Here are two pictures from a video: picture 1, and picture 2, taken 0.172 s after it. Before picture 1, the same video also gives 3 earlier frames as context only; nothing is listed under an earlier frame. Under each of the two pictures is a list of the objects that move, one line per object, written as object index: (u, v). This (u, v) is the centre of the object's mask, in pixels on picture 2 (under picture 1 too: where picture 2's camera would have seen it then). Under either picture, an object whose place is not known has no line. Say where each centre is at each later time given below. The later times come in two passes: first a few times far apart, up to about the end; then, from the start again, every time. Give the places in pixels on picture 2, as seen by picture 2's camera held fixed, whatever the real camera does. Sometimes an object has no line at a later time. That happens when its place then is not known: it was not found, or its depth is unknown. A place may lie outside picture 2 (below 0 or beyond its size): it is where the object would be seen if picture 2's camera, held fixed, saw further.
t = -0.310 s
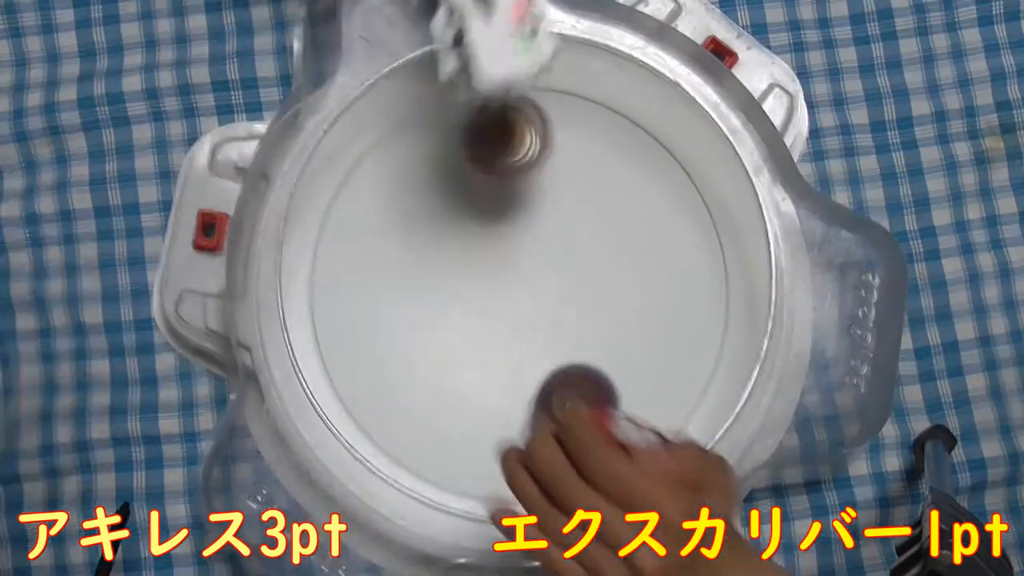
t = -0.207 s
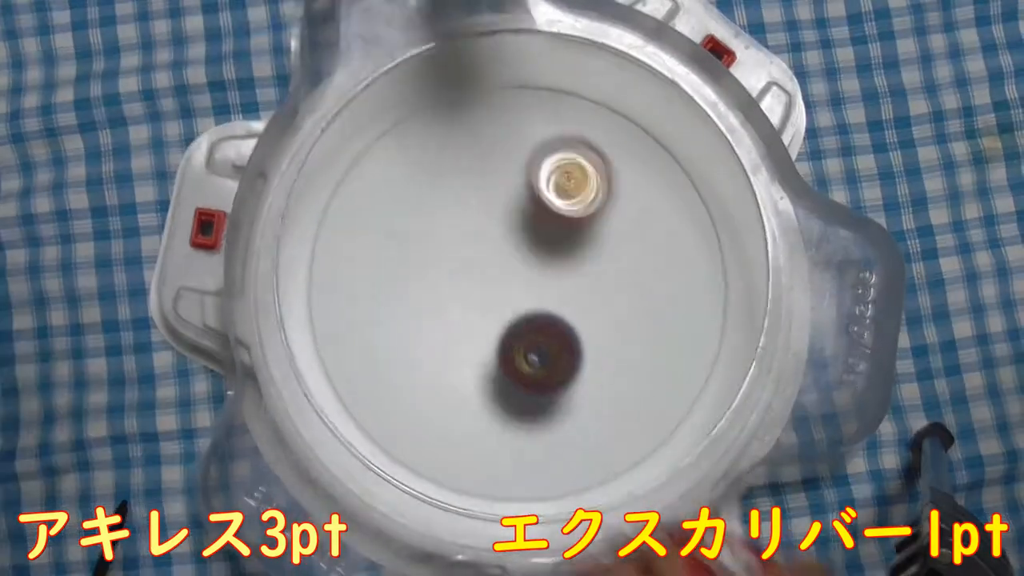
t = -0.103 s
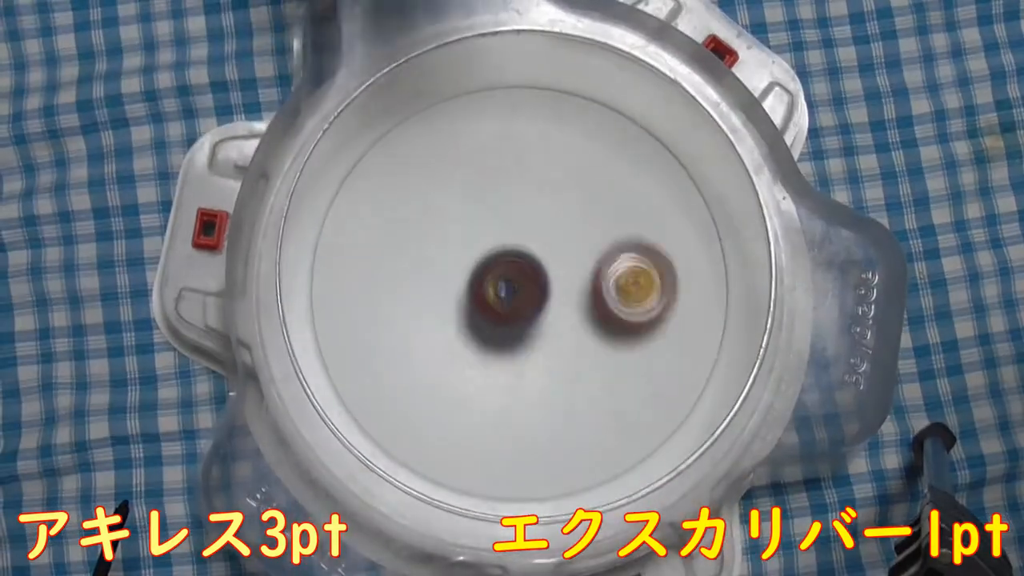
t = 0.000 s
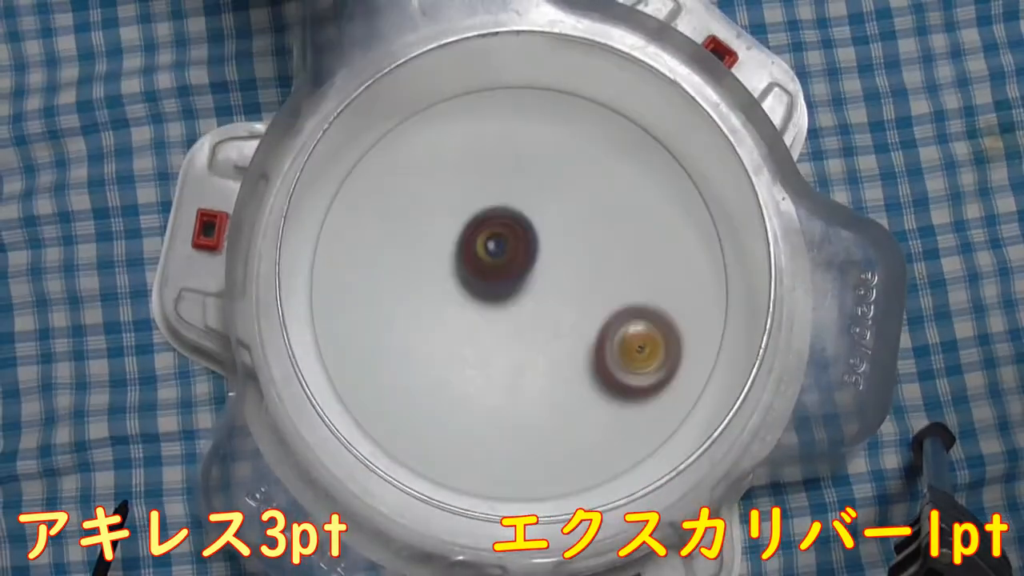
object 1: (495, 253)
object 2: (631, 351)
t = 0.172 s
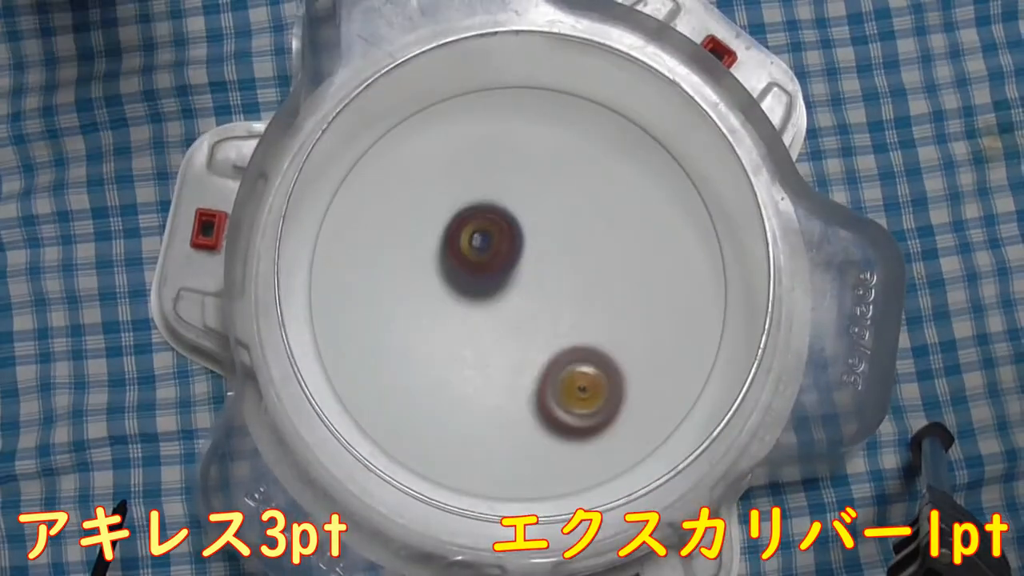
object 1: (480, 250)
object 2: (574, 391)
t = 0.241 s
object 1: (477, 274)
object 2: (544, 381)
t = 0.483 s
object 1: (439, 249)
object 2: (529, 417)
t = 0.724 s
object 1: (446, 303)
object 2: (559, 331)
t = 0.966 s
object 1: (476, 362)
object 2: (539, 233)
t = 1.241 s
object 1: (532, 361)
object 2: (438, 222)
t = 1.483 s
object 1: (540, 278)
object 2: (420, 282)
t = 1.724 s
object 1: (451, 244)
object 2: (520, 368)
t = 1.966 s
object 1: (444, 352)
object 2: (608, 265)
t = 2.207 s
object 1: (571, 342)
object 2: (505, 166)
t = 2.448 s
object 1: (577, 182)
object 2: (383, 266)
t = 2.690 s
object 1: (417, 182)
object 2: (503, 416)
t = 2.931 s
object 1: (426, 392)
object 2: (664, 321)
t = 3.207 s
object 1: (698, 358)
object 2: (526, 140)
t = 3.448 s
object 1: (641, 150)
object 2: (364, 261)
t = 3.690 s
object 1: (399, 171)
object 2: (469, 439)
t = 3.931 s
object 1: (380, 417)
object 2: (654, 366)
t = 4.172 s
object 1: (653, 428)
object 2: (579, 138)
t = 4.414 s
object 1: (652, 184)
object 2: (370, 192)
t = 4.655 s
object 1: (423, 133)
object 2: (379, 415)
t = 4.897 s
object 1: (346, 354)
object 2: (617, 431)
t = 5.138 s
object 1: (602, 440)
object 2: (659, 185)
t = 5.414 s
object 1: (652, 212)
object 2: (439, 137)
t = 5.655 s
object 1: (483, 150)
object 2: (380, 340)
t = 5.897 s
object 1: (406, 286)
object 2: (584, 422)
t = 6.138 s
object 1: (505, 388)
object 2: (663, 223)
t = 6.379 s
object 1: (600, 325)
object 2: (486, 152)
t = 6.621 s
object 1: (547, 218)
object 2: (402, 309)
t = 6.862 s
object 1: (434, 253)
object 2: (521, 404)
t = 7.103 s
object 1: (470, 372)
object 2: (605, 298)
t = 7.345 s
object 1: (586, 332)
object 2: (518, 223)
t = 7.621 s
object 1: (550, 207)
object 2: (441, 294)
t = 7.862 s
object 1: (440, 239)
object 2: (490, 338)
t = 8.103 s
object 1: (389, 316)
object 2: (609, 343)
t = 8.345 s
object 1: (463, 337)
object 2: (618, 251)
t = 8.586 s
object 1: (464, 287)
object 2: (616, 166)
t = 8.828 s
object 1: (447, 276)
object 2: (587, 145)
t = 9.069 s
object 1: (422, 298)
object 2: (567, 228)
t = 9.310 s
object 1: (373, 348)
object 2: (624, 319)
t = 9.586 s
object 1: (457, 297)
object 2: (581, 369)
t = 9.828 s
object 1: (523, 229)
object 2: (505, 380)
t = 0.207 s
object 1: (479, 260)
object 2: (560, 388)
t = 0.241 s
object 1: (477, 274)
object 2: (544, 381)
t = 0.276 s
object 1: (478, 290)
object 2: (529, 372)
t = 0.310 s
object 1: (472, 286)
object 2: (522, 380)
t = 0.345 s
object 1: (464, 274)
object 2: (522, 395)
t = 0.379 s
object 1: (456, 263)
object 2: (522, 407)
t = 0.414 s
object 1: (450, 256)
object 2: (524, 414)
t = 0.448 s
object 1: (444, 251)
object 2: (526, 417)
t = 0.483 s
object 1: (439, 249)
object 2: (529, 417)
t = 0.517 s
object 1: (437, 251)
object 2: (533, 413)
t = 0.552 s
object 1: (436, 257)
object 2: (537, 406)
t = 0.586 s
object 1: (436, 264)
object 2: (542, 395)
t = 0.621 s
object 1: (438, 272)
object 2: (547, 381)
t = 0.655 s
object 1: (440, 281)
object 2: (552, 364)
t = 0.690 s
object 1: (443, 292)
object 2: (556, 348)
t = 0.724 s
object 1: (446, 303)
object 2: (559, 331)
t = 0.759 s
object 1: (449, 313)
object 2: (562, 312)
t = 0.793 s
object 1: (452, 325)
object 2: (566, 296)
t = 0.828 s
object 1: (454, 336)
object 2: (567, 279)
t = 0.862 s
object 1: (456, 346)
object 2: (565, 265)
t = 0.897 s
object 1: (460, 354)
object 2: (562, 253)
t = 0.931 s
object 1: (470, 362)
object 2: (548, 237)
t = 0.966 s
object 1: (476, 362)
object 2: (539, 233)
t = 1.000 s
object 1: (482, 361)
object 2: (527, 233)
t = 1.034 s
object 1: (488, 357)
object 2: (514, 235)
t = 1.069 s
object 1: (494, 352)
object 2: (500, 240)
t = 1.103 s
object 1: (501, 345)
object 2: (487, 248)
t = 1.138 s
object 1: (507, 349)
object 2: (473, 246)
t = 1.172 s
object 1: (515, 359)
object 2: (460, 236)
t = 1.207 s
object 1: (523, 362)
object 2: (448, 227)
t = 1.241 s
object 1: (532, 361)
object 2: (438, 222)
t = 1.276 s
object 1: (540, 355)
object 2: (430, 221)
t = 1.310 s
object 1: (546, 346)
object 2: (423, 223)
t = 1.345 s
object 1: (550, 335)
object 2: (418, 228)
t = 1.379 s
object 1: (552, 321)
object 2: (415, 238)
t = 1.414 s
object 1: (551, 307)
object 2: (415, 250)
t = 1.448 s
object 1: (547, 292)
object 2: (417, 264)
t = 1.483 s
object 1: (540, 278)
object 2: (420, 282)
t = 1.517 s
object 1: (530, 265)
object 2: (427, 299)
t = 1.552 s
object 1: (518, 254)
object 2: (436, 316)
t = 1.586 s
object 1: (505, 245)
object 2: (447, 331)
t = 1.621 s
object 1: (490, 240)
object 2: (463, 346)
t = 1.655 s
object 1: (476, 238)
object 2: (480, 357)
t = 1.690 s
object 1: (463, 240)
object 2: (499, 365)
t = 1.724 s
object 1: (451, 244)
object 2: (520, 368)
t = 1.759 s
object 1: (440, 253)
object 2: (539, 368)
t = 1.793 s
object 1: (431, 264)
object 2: (559, 362)
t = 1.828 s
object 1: (424, 276)
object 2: (575, 353)
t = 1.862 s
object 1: (420, 291)
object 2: (588, 340)
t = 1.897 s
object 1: (420, 307)
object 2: (599, 324)
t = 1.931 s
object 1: (423, 323)
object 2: (606, 306)
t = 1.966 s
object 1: (444, 352)
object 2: (608, 265)
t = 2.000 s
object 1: (461, 363)
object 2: (603, 244)
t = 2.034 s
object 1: (480, 370)
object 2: (595, 224)
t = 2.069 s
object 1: (501, 373)
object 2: (581, 207)
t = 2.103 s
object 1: (521, 371)
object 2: (566, 191)
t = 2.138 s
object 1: (540, 365)
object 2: (549, 178)
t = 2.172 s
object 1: (557, 356)
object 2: (527, 170)
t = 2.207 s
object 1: (571, 342)
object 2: (505, 166)
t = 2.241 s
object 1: (585, 323)
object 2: (481, 165)
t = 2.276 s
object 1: (595, 301)
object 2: (458, 171)
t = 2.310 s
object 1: (601, 278)
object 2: (436, 181)
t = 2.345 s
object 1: (602, 253)
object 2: (416, 193)
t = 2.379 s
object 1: (599, 228)
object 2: (399, 217)
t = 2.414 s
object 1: (590, 204)
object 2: (389, 240)
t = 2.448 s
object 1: (577, 182)
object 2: (383, 266)
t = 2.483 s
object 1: (559, 165)
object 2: (383, 295)
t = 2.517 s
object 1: (537, 154)
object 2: (390, 323)
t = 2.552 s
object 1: (514, 148)
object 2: (403, 348)
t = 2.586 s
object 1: (489, 147)
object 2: (422, 372)
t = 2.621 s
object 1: (464, 152)
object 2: (446, 392)
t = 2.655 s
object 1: (440, 164)
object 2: (474, 406)
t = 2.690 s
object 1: (417, 182)
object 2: (503, 416)
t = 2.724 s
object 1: (398, 205)
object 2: (533, 418)
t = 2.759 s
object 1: (386, 234)
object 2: (563, 414)
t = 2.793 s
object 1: (381, 264)
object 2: (592, 404)
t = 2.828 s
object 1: (381, 295)
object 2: (618, 388)
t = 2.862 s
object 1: (389, 328)
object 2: (637, 369)
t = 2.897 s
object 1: (404, 362)
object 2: (653, 345)
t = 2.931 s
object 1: (426, 392)
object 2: (664, 321)
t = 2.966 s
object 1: (456, 416)
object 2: (668, 294)
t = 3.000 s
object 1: (522, 444)
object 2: (661, 241)
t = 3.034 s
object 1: (557, 448)
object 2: (649, 218)
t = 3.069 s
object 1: (594, 443)
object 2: (635, 192)
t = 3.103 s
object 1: (629, 430)
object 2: (614, 173)
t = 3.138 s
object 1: (655, 411)
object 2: (587, 157)
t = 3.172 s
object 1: (679, 388)
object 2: (558, 145)
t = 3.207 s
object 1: (698, 358)
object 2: (526, 140)
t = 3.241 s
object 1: (708, 326)
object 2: (493, 138)
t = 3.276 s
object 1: (712, 294)
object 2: (461, 147)
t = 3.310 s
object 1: (711, 261)
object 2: (434, 160)
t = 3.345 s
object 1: (701, 228)
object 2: (408, 177)
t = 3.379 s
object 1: (686, 201)
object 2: (387, 202)
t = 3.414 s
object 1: (669, 175)
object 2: (373, 229)
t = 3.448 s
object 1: (641, 150)
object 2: (364, 261)
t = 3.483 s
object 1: (610, 134)
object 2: (362, 293)
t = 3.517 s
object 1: (577, 123)
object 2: (366, 325)
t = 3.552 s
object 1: (538, 117)
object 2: (376, 354)
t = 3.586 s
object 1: (499, 120)
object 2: (392, 382)
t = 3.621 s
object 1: (466, 129)
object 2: (414, 406)
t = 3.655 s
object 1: (430, 146)
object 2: (440, 425)
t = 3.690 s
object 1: (399, 171)
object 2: (469, 439)
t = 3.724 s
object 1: (376, 197)
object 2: (499, 446)
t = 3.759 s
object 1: (357, 231)
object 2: (529, 447)
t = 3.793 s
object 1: (345, 270)
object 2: (558, 443)
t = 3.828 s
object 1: (342, 309)
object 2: (587, 433)
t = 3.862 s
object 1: (346, 344)
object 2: (614, 416)
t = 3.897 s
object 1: (358, 384)
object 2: (636, 394)
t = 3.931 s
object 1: (380, 417)
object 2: (654, 366)
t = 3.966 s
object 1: (405, 441)
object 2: (666, 337)
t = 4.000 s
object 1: (475, 477)
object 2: (670, 271)
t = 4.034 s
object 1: (511, 484)
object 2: (662, 240)
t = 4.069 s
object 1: (554, 481)
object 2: (648, 209)
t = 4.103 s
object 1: (590, 470)
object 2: (629, 179)
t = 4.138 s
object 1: (625, 453)
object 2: (605, 155)
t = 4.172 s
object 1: (653, 428)
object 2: (579, 138)
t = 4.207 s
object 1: (675, 400)
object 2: (550, 126)
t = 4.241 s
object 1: (692, 364)
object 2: (520, 122)
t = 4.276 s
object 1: (698, 330)
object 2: (489, 123)
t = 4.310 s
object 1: (699, 290)
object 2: (457, 134)
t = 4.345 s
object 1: (690, 253)
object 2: (425, 147)
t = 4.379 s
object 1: (677, 216)
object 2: (396, 168)
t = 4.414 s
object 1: (652, 184)
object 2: (370, 192)
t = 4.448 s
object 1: (627, 155)
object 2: (350, 221)
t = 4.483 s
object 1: (592, 134)
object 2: (336, 250)
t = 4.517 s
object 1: (562, 120)
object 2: (329, 285)
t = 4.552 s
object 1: (524, 112)
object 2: (330, 320)
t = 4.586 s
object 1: (491, 111)
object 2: (340, 356)
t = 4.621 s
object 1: (454, 118)
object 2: (356, 388)
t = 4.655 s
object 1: (423, 133)
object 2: (379, 415)
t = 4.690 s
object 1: (393, 152)
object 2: (409, 437)
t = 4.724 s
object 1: (368, 180)
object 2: (443, 454)
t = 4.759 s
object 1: (348, 209)
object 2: (478, 464)
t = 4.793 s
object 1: (336, 246)
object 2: (516, 466)
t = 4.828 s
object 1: (332, 279)
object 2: (553, 461)
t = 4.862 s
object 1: (334, 320)
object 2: (587, 448)
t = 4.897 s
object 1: (346, 354)
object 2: (617, 431)
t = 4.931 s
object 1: (365, 391)
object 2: (644, 404)
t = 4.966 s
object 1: (392, 418)
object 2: (664, 375)
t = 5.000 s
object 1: (423, 443)
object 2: (678, 342)
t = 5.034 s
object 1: (498, 465)
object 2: (688, 274)
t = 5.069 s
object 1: (536, 464)
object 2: (684, 243)
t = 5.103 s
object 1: (571, 456)
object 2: (673, 212)
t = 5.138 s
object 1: (602, 440)
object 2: (659, 185)
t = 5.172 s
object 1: (629, 420)
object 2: (639, 162)
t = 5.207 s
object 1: (648, 395)
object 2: (618, 140)
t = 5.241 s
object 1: (663, 366)
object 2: (591, 128)
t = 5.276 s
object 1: (671, 336)
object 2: (564, 115)
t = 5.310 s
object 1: (675, 303)
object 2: (533, 112)
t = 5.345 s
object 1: (672, 273)
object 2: (500, 114)
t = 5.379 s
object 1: (664, 240)
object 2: (467, 126)
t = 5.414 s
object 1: (652, 212)
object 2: (439, 137)
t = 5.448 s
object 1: (632, 186)
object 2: (411, 160)
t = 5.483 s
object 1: (611, 165)
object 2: (390, 185)
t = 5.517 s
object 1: (585, 152)
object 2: (374, 214)
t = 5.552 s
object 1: (559, 141)
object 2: (365, 246)
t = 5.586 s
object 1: (534, 140)
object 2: (363, 279)
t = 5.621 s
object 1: (506, 142)
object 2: (368, 310)
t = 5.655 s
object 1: (483, 150)
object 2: (380, 340)
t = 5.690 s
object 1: (459, 165)
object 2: (399, 368)
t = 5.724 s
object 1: (441, 179)
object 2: (421, 392)
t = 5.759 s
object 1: (426, 201)
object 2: (452, 411)
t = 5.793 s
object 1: (415, 220)
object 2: (483, 424)
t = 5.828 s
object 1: (409, 242)
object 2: (517, 430)
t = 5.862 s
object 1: (404, 265)
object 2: (551, 429)
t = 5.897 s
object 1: (406, 286)
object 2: (584, 422)
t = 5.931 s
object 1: (409, 310)
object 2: (614, 407)
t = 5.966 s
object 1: (416, 327)
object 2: (638, 389)
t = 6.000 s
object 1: (428, 346)
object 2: (658, 366)
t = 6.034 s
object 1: (439, 360)
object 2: (672, 339)
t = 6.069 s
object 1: (471, 380)
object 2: (680, 282)
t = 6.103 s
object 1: (487, 385)
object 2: (675, 253)
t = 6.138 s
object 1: (505, 388)
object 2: (663, 223)
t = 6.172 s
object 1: (521, 387)
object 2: (646, 198)
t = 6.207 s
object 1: (538, 383)
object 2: (625, 173)
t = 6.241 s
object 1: (555, 378)
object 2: (598, 155)
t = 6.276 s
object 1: (570, 368)
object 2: (572, 144)
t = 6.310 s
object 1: (583, 356)
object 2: (542, 141)
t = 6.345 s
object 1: (594, 343)
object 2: (513, 145)
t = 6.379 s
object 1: (600, 325)
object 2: (486, 152)
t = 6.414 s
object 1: (605, 306)
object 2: (461, 164)
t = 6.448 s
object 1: (604, 289)
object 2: (440, 182)
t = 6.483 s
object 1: (598, 271)
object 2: (419, 205)
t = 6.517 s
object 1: (590, 253)
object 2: (409, 229)
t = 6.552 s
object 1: (579, 240)
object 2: (400, 255)
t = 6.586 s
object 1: (563, 227)
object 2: (398, 282)
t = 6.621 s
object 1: (547, 218)
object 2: (402, 309)
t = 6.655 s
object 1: (529, 214)
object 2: (411, 333)
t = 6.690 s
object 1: (509, 211)
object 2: (424, 355)
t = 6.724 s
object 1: (491, 213)
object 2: (441, 375)
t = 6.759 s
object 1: (474, 220)
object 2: (459, 388)
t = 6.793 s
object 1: (458, 227)
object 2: (479, 398)
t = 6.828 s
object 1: (445, 238)
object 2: (500, 404)
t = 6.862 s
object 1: (434, 253)
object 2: (521, 404)
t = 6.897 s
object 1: (426, 268)
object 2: (541, 401)
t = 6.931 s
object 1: (422, 284)
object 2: (559, 393)
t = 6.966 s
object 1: (422, 303)
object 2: (575, 382)
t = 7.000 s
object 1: (424, 319)
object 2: (587, 369)
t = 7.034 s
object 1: (431, 334)
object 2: (597, 352)
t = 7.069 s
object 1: (442, 351)
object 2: (603, 334)
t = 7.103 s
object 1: (470, 372)
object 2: (605, 298)
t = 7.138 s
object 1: (490, 379)
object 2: (599, 281)
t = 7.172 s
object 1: (508, 381)
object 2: (591, 265)
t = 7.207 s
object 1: (526, 378)
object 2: (580, 250)
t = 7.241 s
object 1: (546, 371)
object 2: (567, 238)
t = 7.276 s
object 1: (562, 362)
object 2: (553, 230)
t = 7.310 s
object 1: (575, 349)
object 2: (536, 225)
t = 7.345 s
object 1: (586, 332)
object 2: (518, 223)
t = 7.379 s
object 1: (594, 315)
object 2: (502, 224)
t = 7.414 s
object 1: (597, 298)
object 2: (486, 228)
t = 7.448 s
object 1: (596, 279)
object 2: (472, 235)
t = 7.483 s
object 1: (593, 260)
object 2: (460, 245)
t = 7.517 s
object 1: (587, 244)
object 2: (451, 256)
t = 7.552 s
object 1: (578, 231)
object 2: (445, 268)
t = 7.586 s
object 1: (563, 218)
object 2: (441, 281)
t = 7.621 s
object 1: (550, 207)
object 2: (441, 294)
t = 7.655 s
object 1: (535, 200)
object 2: (443, 306)
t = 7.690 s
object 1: (517, 199)
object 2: (447, 317)
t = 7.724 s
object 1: (498, 199)
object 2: (454, 325)
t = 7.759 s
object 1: (482, 202)
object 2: (462, 331)
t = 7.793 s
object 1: (467, 210)
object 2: (471, 335)
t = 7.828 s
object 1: (453, 224)
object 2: (480, 338)
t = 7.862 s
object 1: (440, 239)
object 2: (490, 338)
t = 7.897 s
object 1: (433, 254)
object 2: (499, 335)
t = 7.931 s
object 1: (431, 273)
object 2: (508, 332)
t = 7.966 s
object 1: (429, 291)
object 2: (518, 329)
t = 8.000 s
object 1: (412, 296)
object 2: (545, 337)
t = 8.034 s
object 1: (400, 300)
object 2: (570, 343)
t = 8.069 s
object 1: (392, 307)
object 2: (592, 345)
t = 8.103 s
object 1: (389, 316)
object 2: (609, 343)
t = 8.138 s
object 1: (391, 335)
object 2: (630, 330)
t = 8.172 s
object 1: (398, 341)
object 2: (635, 318)
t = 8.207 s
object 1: (407, 344)
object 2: (637, 306)
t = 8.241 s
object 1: (420, 346)
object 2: (636, 292)
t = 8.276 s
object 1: (433, 346)
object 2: (633, 278)
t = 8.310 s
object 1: (448, 344)
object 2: (626, 264)
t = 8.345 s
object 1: (463, 337)
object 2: (618, 251)
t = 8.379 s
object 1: (478, 329)
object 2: (606, 241)
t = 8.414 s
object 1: (492, 317)
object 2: (592, 233)
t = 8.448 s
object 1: (506, 304)
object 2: (577, 228)
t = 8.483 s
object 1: (512, 293)
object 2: (571, 222)
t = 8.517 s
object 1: (493, 293)
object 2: (589, 201)
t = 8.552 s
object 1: (476, 291)
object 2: (604, 182)
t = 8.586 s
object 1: (464, 287)
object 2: (616, 166)
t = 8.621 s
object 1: (456, 283)
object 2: (623, 154)
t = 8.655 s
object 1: (451, 280)
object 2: (625, 146)
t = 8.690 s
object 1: (447, 279)
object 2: (622, 141)
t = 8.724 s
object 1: (445, 277)
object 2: (616, 138)
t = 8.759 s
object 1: (444, 276)
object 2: (608, 138)
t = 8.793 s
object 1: (445, 276)
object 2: (598, 141)
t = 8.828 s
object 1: (447, 276)
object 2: (587, 145)
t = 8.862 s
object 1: (450, 276)
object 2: (577, 153)
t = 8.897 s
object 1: (454, 276)
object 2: (565, 164)
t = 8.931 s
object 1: (459, 276)
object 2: (552, 178)
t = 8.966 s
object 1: (465, 275)
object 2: (541, 194)
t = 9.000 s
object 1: (469, 274)
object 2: (532, 210)
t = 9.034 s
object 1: (447, 285)
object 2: (546, 219)
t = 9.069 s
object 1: (422, 298)
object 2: (567, 228)
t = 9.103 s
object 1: (401, 310)
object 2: (584, 240)
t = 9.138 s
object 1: (386, 318)
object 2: (598, 252)
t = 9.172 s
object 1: (369, 334)
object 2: (614, 277)
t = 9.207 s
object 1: (365, 340)
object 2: (619, 288)
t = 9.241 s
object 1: (364, 345)
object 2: (622, 299)
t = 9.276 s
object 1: (368, 348)
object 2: (624, 309)
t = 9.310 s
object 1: (373, 348)
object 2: (624, 319)
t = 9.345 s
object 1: (379, 346)
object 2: (624, 328)
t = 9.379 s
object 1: (388, 344)
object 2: (622, 336)
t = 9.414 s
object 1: (398, 340)
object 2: (619, 343)
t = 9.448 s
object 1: (410, 335)
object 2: (614, 351)
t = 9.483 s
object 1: (423, 327)
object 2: (607, 356)
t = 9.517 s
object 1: (435, 317)
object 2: (599, 362)
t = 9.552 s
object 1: (446, 307)
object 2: (591, 366)
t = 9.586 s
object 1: (457, 297)
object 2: (581, 369)
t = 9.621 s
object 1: (469, 287)
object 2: (571, 372)
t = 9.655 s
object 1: (480, 276)
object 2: (560, 375)
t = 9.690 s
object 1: (490, 264)
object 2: (549, 377)
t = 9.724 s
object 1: (499, 253)
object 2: (537, 378)
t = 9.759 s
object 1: (507, 244)
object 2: (527, 380)
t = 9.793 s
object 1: (514, 236)
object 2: (516, 380)
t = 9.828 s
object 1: (523, 229)
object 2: (505, 380)
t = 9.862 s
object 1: (533, 223)
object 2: (495, 379)
